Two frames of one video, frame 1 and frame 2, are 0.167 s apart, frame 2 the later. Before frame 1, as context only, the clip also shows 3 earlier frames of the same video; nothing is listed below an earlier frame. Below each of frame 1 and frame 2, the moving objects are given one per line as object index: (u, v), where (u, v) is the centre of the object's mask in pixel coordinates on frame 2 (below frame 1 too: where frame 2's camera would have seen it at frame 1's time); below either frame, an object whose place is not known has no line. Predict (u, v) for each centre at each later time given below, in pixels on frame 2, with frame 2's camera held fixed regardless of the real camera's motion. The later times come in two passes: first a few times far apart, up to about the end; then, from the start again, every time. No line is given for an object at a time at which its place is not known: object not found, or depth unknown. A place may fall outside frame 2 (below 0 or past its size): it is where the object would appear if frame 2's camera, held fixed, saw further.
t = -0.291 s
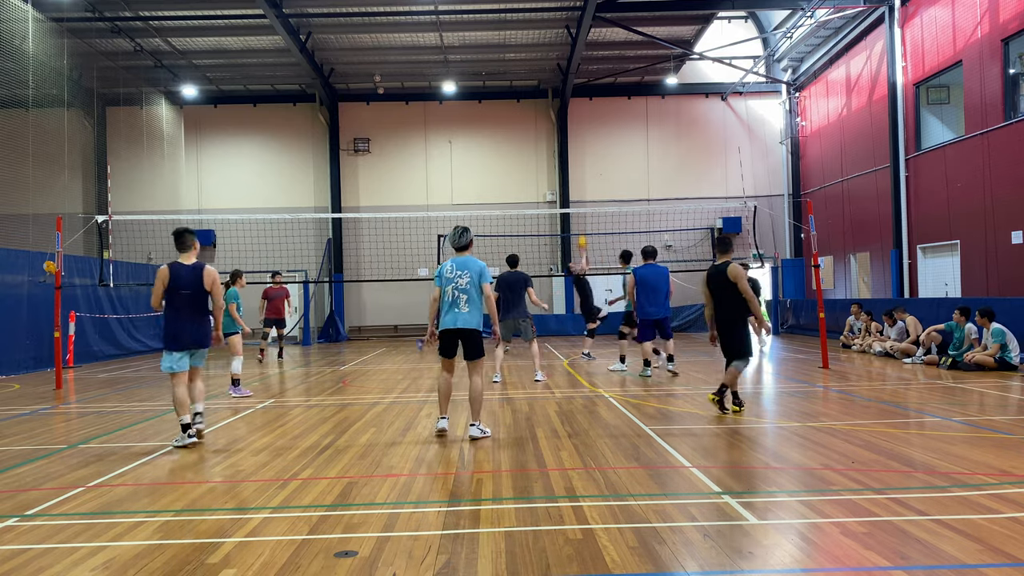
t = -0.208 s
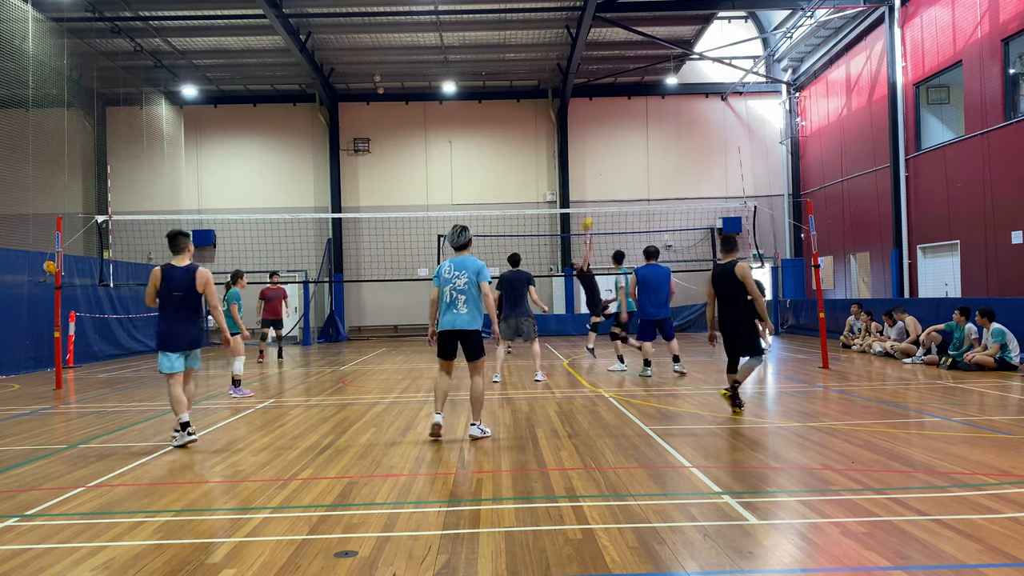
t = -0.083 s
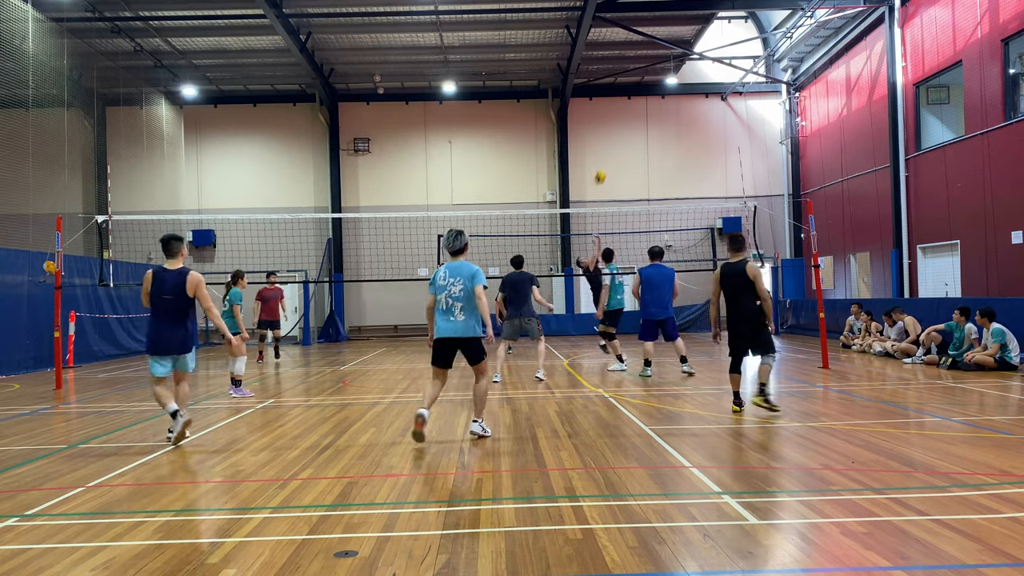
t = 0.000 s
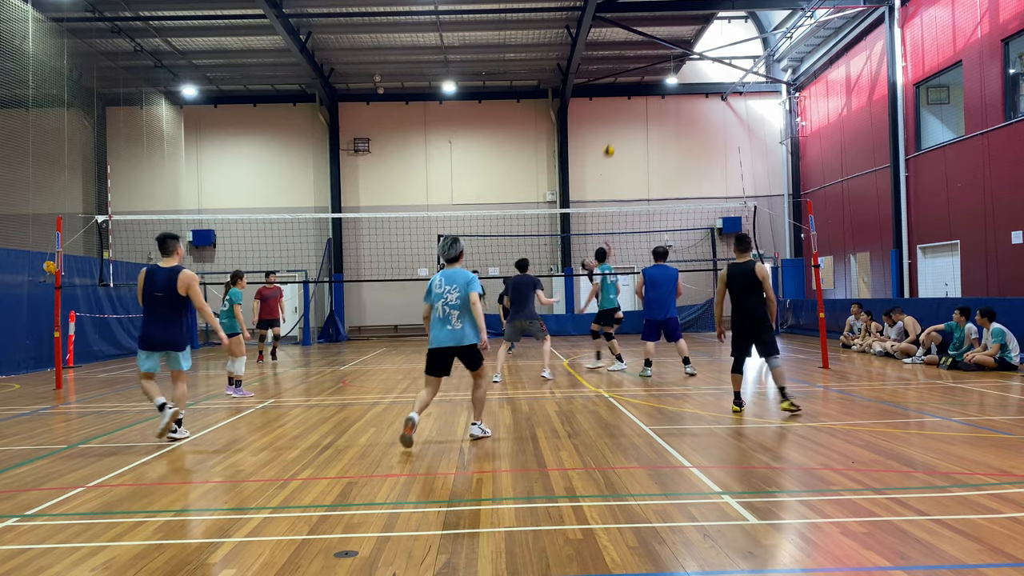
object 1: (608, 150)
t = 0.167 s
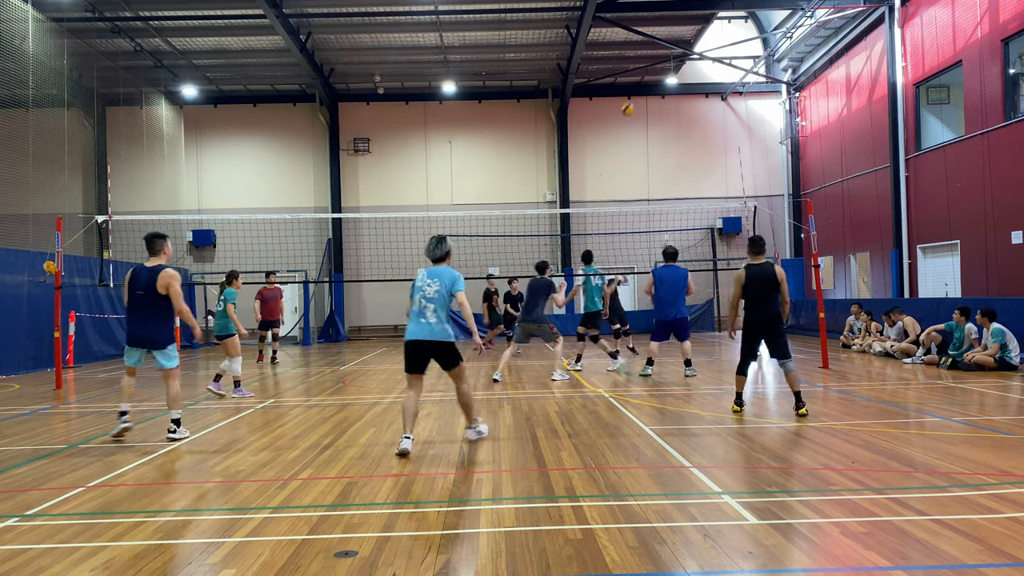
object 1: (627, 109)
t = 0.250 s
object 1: (637, 94)
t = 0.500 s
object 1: (665, 74)
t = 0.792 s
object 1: (700, 96)
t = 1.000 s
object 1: (725, 144)
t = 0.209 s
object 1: (632, 101)
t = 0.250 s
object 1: (637, 94)
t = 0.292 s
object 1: (642, 89)
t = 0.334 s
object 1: (646, 84)
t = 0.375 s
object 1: (651, 80)
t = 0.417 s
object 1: (656, 77)
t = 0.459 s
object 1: (661, 75)
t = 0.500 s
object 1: (665, 74)
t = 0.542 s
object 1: (671, 74)
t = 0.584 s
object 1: (677, 75)
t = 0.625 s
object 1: (681, 78)
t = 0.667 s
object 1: (685, 81)
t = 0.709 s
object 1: (691, 85)
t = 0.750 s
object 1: (696, 90)
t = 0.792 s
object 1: (700, 96)
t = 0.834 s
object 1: (705, 103)
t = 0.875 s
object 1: (710, 113)
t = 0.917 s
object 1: (715, 122)
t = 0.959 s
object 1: (721, 133)
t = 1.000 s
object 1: (725, 144)
